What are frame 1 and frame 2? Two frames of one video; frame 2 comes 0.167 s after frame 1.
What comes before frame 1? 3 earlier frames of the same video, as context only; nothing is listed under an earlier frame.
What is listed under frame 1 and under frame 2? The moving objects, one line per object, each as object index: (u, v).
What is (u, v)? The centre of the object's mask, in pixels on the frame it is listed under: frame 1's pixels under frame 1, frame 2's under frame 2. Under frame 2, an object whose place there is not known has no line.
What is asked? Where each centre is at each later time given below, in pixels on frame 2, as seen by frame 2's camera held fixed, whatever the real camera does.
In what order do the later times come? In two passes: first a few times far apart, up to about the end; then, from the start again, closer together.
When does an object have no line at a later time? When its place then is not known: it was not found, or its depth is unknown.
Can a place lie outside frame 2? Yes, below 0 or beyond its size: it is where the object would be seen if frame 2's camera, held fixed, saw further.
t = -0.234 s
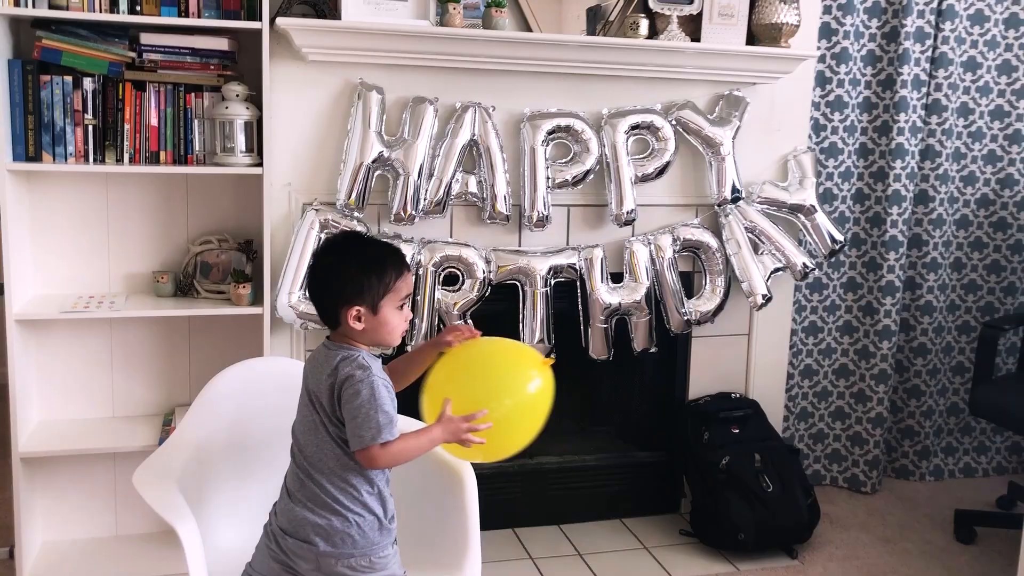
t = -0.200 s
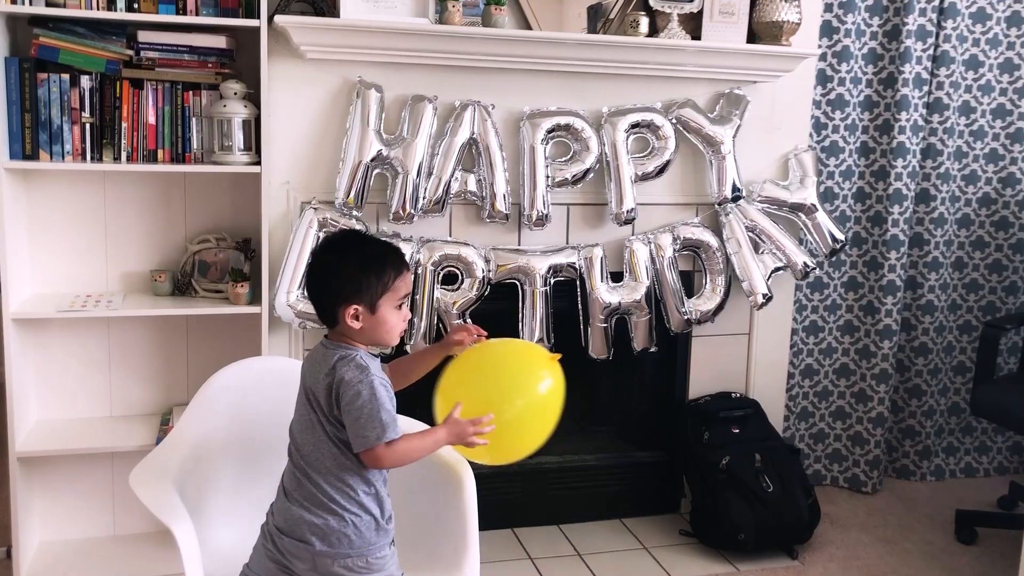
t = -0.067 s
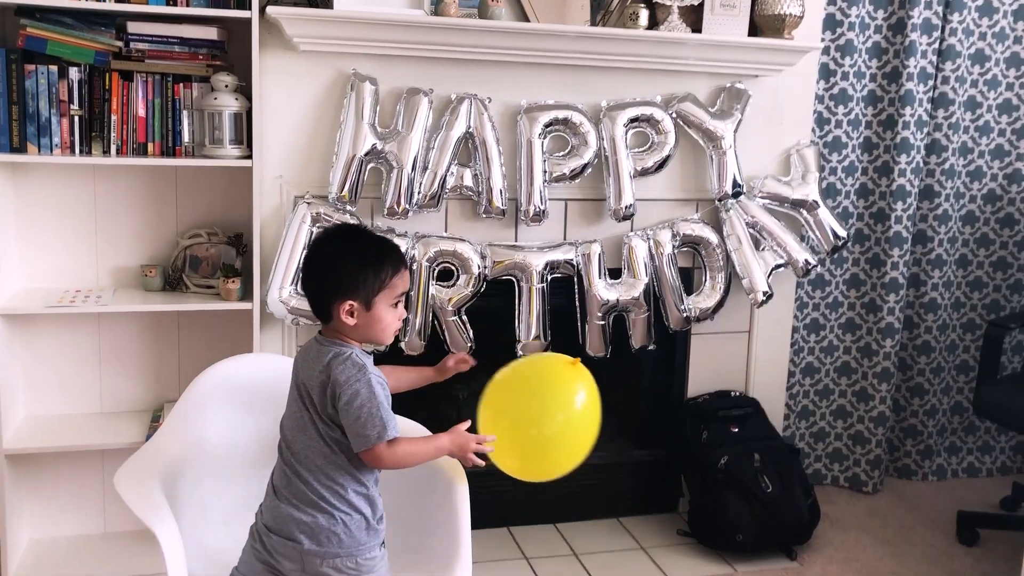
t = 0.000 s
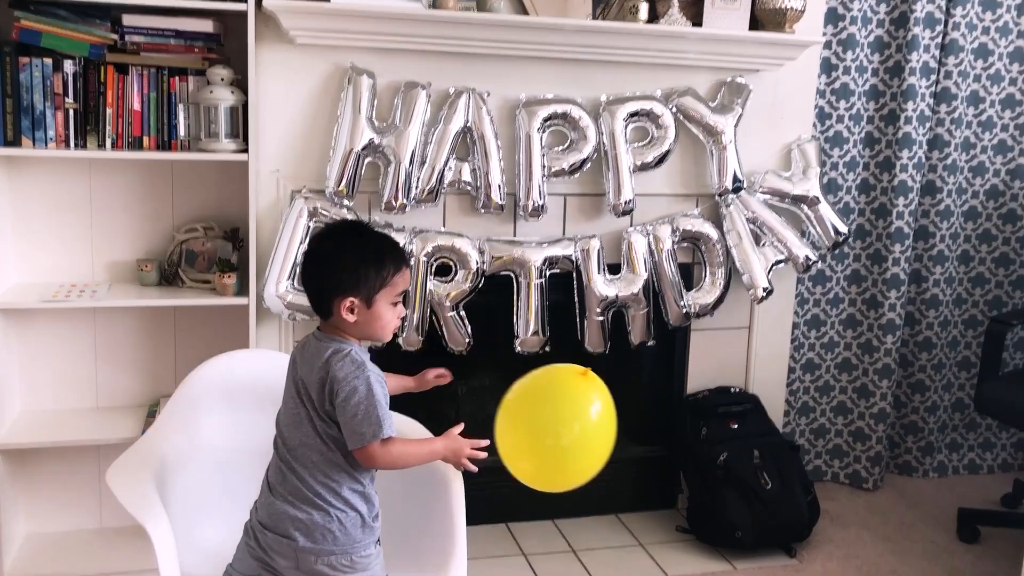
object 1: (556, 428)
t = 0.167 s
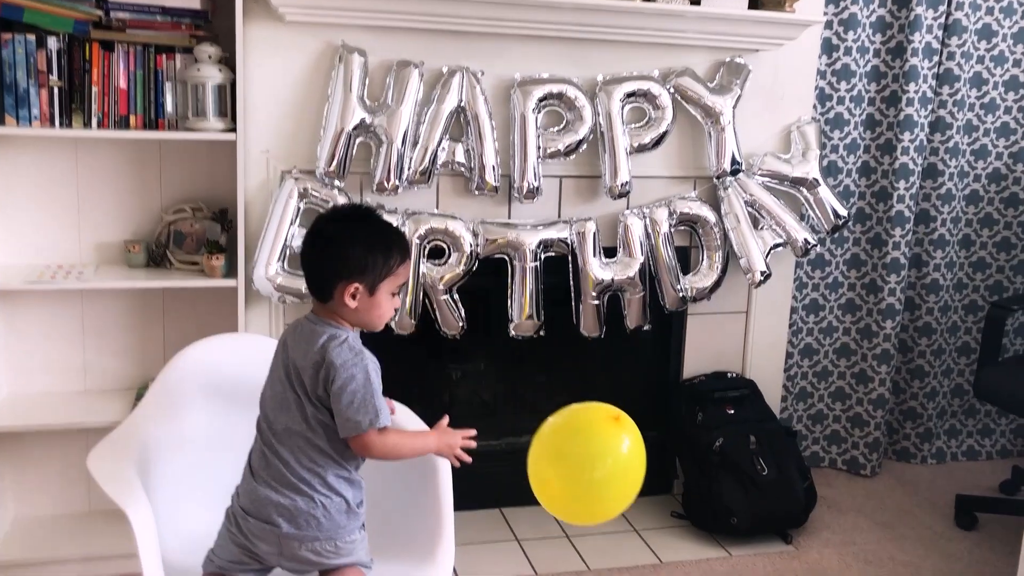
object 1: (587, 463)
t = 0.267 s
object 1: (603, 501)
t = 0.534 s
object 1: (620, 581)
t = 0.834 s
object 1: (638, 533)
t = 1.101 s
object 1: (650, 513)
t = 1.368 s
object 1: (654, 549)
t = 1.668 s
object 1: (668, 546)
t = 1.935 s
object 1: (686, 545)
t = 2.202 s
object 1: (695, 552)
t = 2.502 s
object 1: (702, 545)
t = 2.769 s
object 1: (710, 537)
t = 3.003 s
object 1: (712, 532)
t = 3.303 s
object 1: (707, 531)
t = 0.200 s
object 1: (593, 475)
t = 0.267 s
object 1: (603, 501)
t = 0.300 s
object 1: (608, 514)
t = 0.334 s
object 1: (611, 528)
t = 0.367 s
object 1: (615, 539)
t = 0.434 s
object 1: (618, 557)
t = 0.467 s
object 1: (619, 565)
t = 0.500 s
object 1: (619, 573)
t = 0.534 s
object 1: (620, 581)
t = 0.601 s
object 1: (622, 577)
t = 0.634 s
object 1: (624, 572)
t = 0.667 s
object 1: (626, 566)
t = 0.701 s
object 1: (629, 560)
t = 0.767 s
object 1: (634, 547)
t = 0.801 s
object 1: (636, 540)
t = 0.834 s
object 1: (638, 533)
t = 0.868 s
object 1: (640, 527)
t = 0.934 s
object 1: (643, 519)
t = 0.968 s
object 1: (645, 516)
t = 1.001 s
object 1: (647, 514)
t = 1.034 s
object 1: (648, 513)
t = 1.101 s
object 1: (650, 513)
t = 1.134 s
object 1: (652, 514)
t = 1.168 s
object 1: (652, 517)
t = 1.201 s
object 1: (653, 520)
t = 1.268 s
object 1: (654, 529)
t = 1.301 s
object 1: (654, 535)
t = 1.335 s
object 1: (654, 542)
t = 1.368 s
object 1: (654, 549)
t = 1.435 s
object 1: (652, 562)
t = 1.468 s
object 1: (651, 567)
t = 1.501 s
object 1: (652, 568)
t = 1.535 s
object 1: (655, 564)
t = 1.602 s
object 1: (662, 555)
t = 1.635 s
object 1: (665, 550)
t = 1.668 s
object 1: (668, 546)
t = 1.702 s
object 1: (671, 543)
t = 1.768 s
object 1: (676, 540)
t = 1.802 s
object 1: (678, 539)
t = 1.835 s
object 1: (680, 539)
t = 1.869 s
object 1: (682, 540)
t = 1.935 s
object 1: (686, 545)
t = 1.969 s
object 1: (687, 549)
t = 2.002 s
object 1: (689, 554)
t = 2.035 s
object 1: (690, 559)
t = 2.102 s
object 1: (692, 562)
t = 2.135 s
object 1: (693, 558)
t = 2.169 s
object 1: (694, 554)
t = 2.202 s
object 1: (695, 552)
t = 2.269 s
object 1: (696, 549)
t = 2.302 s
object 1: (697, 549)
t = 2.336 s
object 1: (697, 550)
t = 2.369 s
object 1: (697, 551)
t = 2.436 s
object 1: (700, 547)
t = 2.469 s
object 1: (701, 546)
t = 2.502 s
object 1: (702, 545)
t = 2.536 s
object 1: (703, 546)
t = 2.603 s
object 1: (706, 543)
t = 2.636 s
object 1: (707, 542)
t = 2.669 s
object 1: (708, 541)
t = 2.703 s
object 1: (709, 540)
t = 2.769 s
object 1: (710, 537)
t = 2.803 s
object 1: (711, 536)
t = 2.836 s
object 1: (711, 535)
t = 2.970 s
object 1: (712, 533)
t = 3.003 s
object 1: (712, 532)
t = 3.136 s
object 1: (711, 531)
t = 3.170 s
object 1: (710, 531)
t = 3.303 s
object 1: (707, 531)
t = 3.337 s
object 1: (706, 532)
